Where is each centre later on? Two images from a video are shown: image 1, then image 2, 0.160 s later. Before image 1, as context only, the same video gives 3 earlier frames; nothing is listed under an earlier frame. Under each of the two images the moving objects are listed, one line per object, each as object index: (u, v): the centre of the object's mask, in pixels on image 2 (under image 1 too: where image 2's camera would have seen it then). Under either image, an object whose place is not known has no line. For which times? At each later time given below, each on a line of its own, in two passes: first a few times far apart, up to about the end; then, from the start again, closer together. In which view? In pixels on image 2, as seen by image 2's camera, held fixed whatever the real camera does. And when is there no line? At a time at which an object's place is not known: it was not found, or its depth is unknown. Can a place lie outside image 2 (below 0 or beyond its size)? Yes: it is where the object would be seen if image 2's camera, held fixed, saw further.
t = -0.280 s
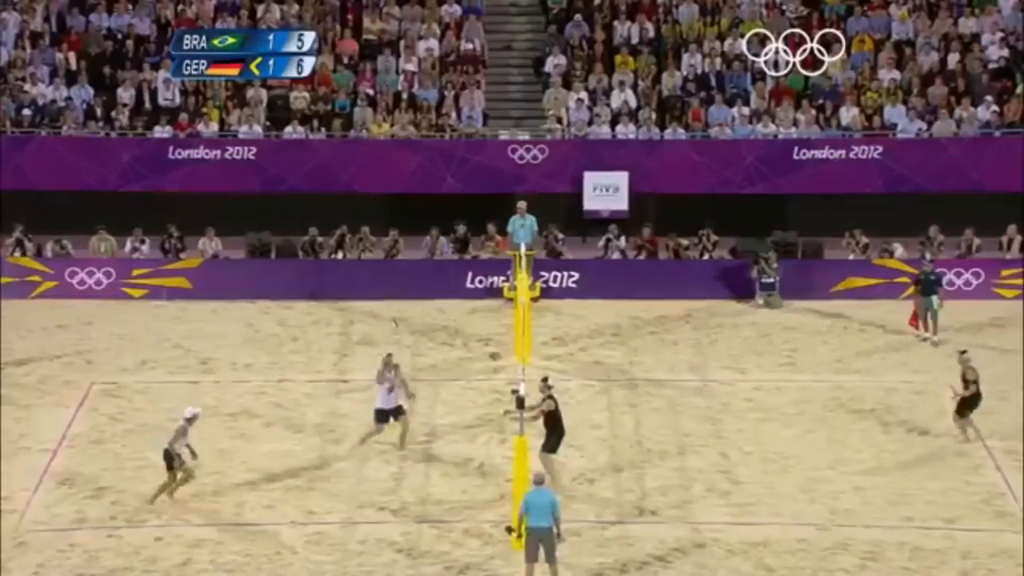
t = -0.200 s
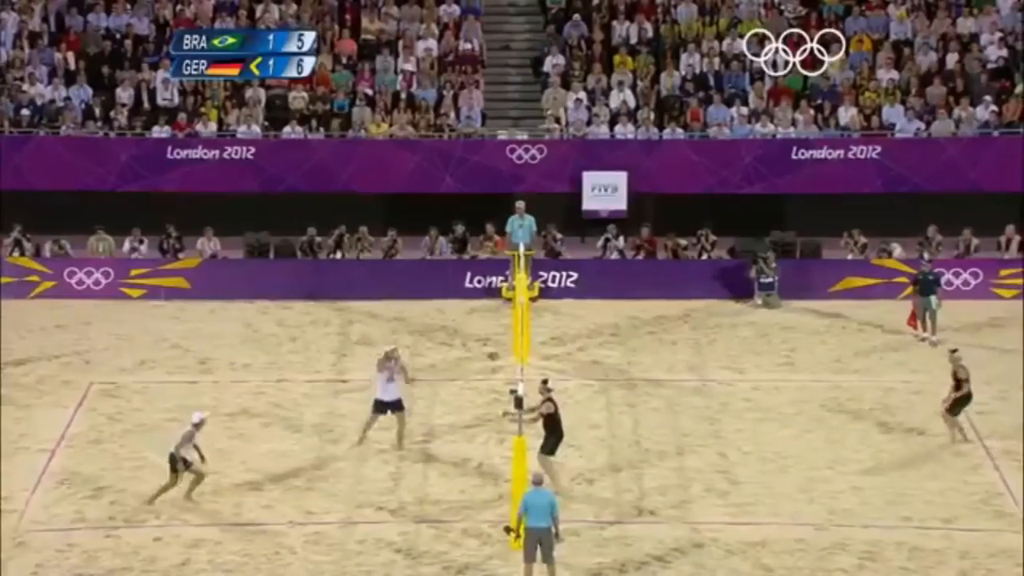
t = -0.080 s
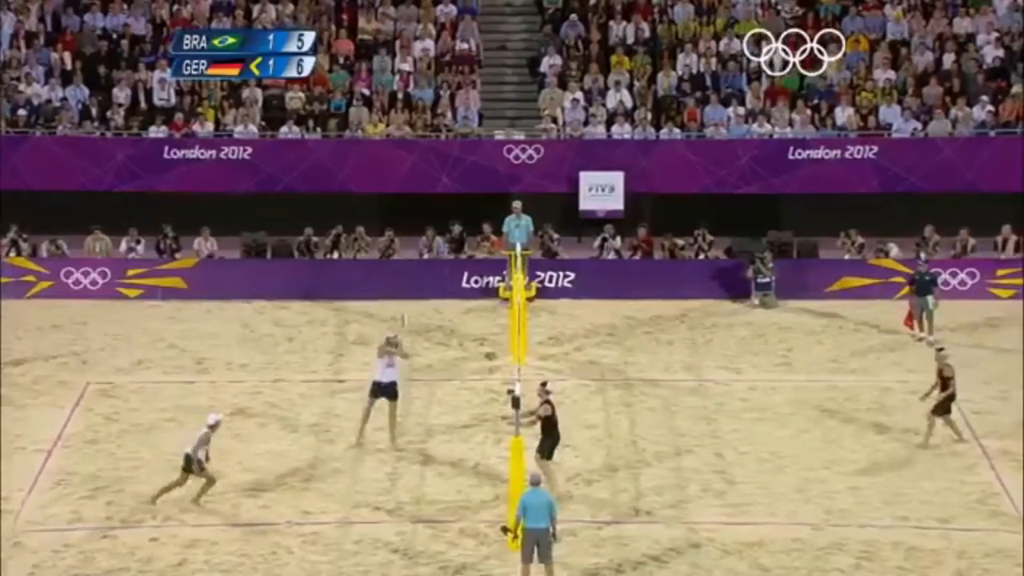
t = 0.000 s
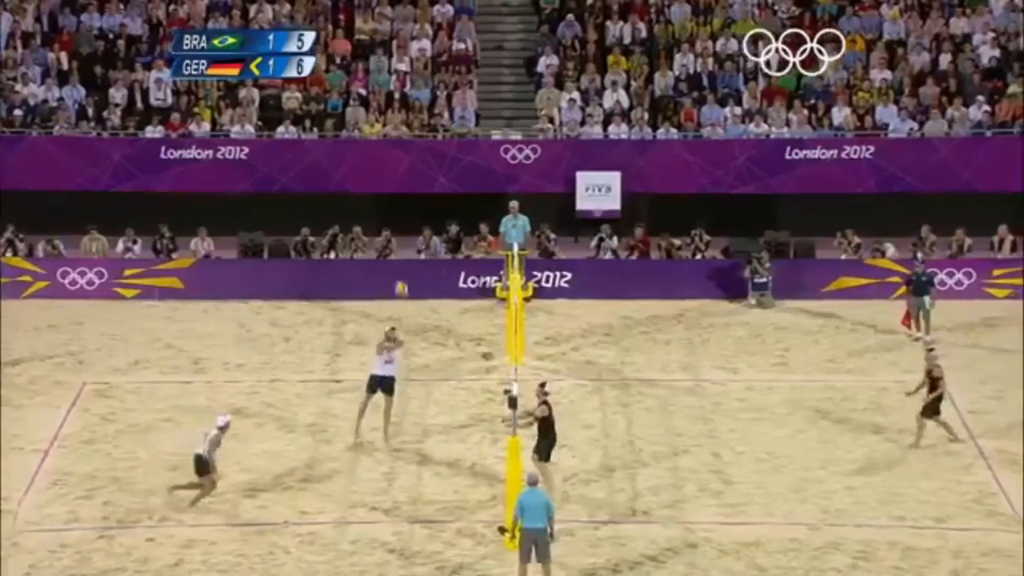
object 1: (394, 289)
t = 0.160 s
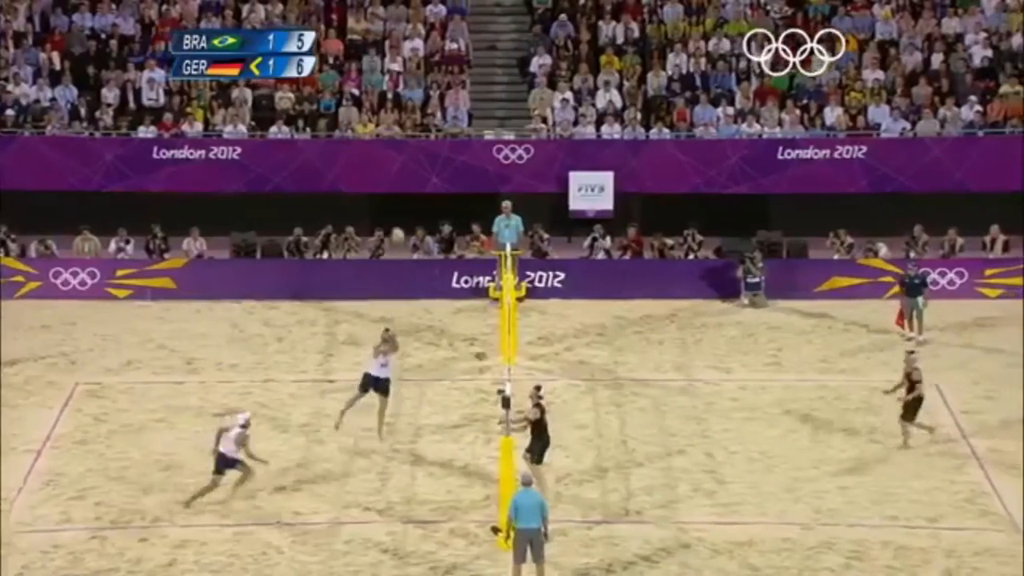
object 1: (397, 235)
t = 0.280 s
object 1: (399, 205)
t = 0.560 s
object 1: (406, 166)
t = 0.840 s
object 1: (412, 172)
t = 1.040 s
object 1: (417, 203)
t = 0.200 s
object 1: (398, 224)
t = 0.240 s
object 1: (399, 214)
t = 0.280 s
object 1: (399, 205)
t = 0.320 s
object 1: (400, 197)
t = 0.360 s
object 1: (401, 189)
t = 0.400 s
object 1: (402, 183)
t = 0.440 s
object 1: (403, 177)
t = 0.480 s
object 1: (404, 172)
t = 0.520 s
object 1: (405, 169)
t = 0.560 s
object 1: (406, 166)
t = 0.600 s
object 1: (406, 164)
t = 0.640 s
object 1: (407, 164)
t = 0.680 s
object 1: (408, 164)
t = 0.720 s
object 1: (409, 164)
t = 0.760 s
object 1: (411, 166)
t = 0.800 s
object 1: (411, 168)
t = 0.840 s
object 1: (412, 172)
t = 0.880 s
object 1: (413, 177)
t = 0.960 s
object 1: (415, 188)
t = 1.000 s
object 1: (416, 196)
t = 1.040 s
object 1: (417, 203)
